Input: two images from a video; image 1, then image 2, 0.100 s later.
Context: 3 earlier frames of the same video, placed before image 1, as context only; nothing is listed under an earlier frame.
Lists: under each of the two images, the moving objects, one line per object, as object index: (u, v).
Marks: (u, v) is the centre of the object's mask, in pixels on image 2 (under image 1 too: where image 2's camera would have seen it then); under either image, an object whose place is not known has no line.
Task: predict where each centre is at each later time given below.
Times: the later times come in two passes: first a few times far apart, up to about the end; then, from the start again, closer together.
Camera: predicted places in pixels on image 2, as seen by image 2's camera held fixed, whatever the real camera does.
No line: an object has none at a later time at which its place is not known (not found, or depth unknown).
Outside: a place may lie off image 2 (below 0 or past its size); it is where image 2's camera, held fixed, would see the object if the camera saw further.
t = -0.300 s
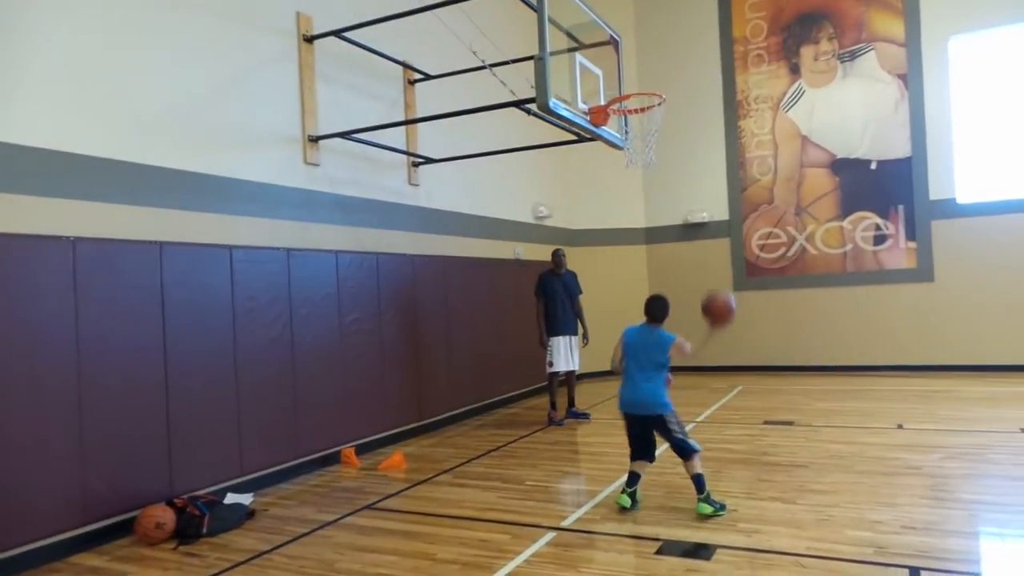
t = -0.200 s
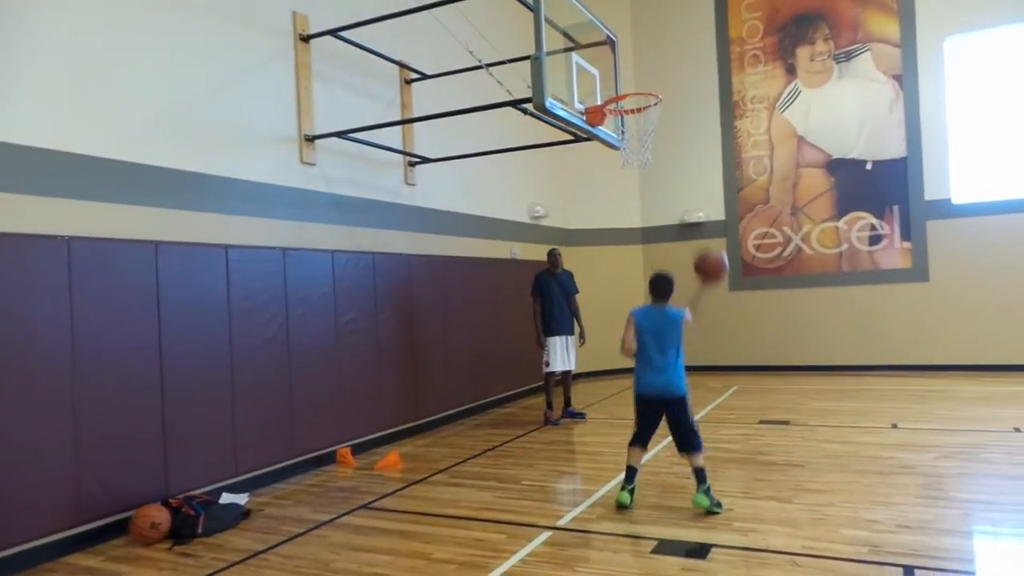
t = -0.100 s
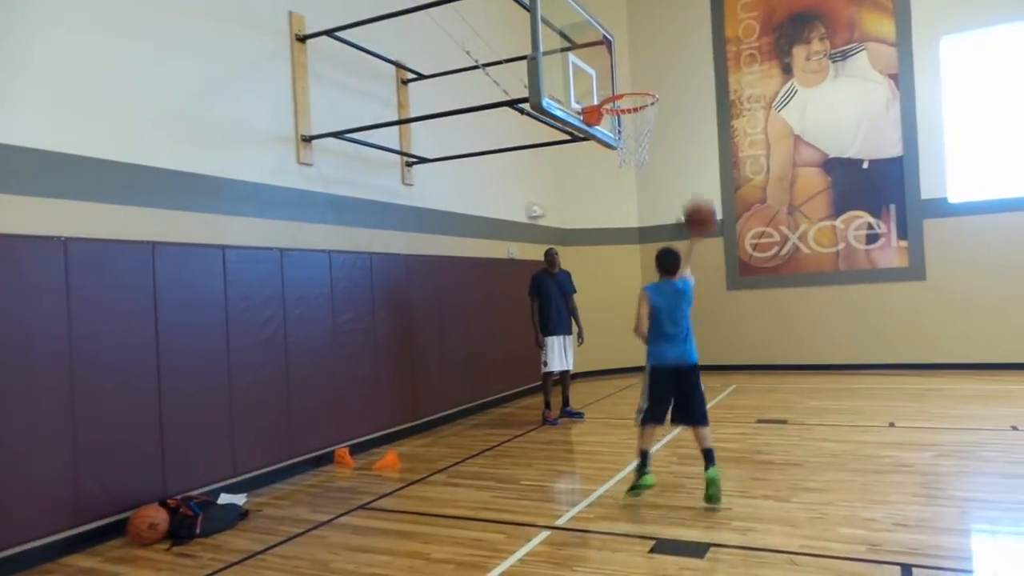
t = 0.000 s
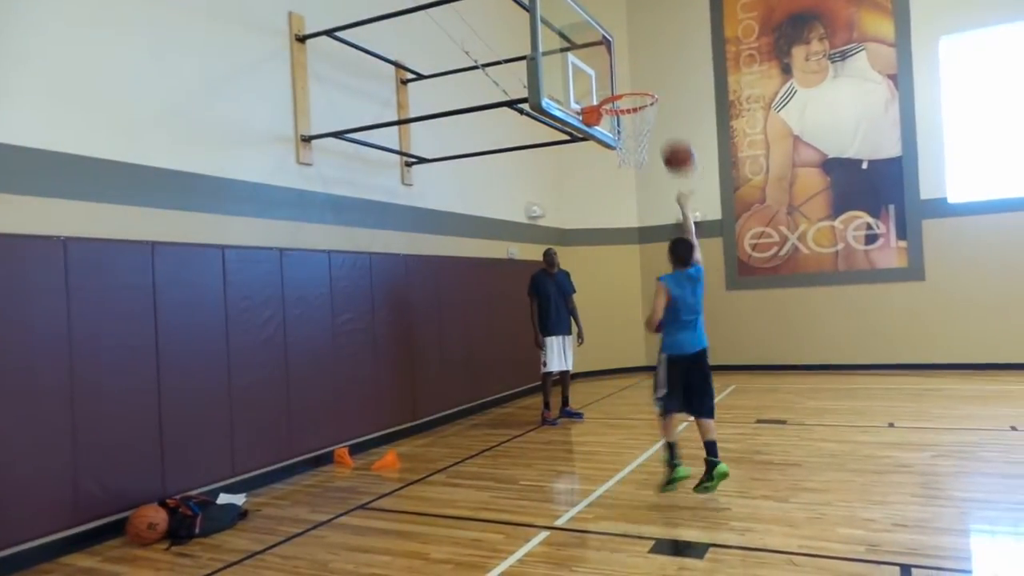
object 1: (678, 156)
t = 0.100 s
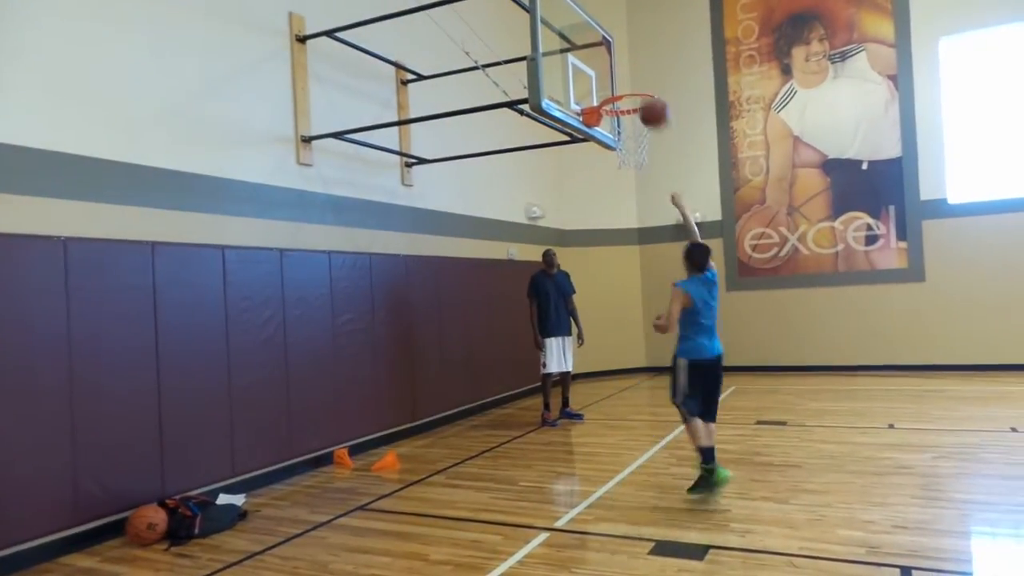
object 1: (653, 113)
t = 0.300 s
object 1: (611, 67)
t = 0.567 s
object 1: (616, 76)
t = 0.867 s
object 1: (635, 162)
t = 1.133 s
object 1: (629, 309)
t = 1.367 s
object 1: (620, 409)
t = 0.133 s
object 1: (646, 101)
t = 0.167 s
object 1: (638, 91)
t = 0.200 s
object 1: (631, 83)
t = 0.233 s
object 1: (625, 76)
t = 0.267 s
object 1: (618, 71)
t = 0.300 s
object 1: (611, 67)
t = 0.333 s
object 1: (605, 65)
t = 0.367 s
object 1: (600, 64)
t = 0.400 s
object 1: (594, 64)
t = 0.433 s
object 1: (590, 65)
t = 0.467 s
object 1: (596, 66)
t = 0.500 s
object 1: (603, 68)
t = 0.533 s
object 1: (609, 72)
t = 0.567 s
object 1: (616, 76)
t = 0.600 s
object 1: (623, 81)
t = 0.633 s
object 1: (630, 85)
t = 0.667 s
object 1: (636, 98)
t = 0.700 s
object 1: (641, 109)
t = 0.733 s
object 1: (641, 116)
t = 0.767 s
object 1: (640, 126)
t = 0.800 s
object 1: (638, 137)
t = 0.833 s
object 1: (637, 149)
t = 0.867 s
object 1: (635, 162)
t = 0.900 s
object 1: (634, 177)
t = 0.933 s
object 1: (633, 191)
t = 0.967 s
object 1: (633, 207)
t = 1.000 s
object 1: (631, 226)
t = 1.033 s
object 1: (630, 246)
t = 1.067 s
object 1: (630, 265)
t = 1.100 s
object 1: (630, 288)
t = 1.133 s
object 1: (629, 309)
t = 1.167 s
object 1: (629, 334)
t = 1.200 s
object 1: (629, 358)
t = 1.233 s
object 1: (630, 387)
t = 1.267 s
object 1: (629, 414)
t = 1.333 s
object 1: (625, 430)
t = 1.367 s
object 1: (620, 409)
